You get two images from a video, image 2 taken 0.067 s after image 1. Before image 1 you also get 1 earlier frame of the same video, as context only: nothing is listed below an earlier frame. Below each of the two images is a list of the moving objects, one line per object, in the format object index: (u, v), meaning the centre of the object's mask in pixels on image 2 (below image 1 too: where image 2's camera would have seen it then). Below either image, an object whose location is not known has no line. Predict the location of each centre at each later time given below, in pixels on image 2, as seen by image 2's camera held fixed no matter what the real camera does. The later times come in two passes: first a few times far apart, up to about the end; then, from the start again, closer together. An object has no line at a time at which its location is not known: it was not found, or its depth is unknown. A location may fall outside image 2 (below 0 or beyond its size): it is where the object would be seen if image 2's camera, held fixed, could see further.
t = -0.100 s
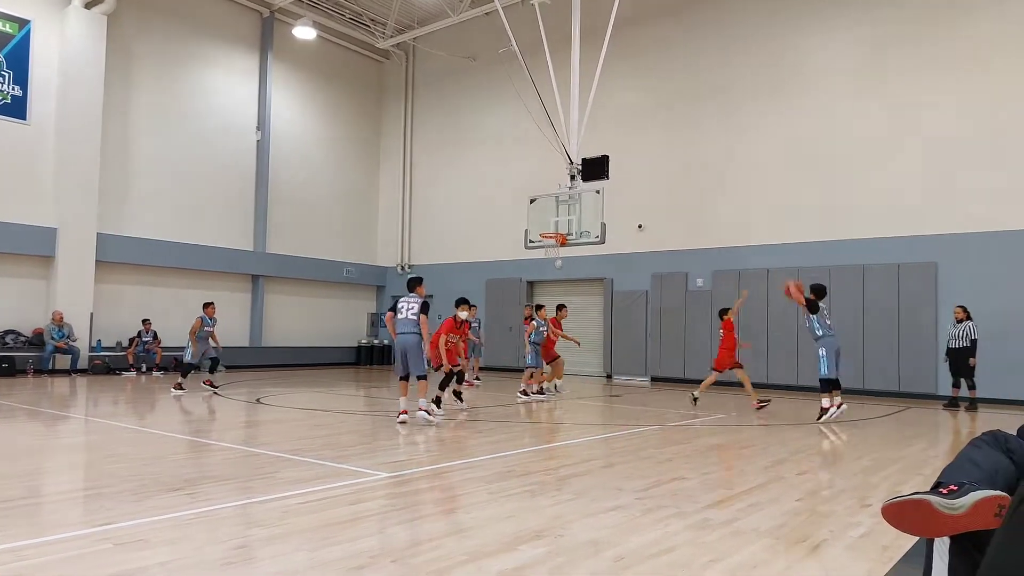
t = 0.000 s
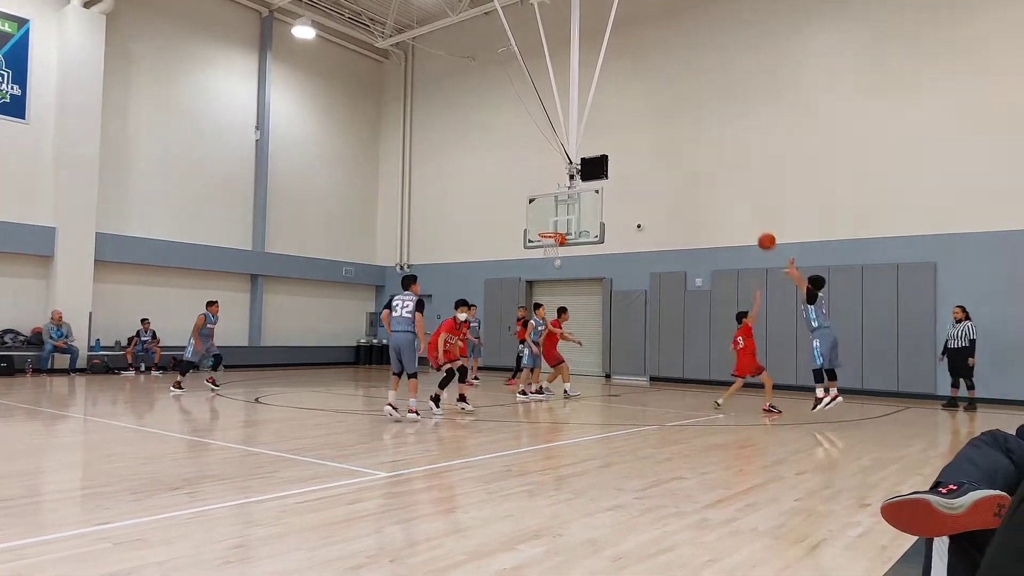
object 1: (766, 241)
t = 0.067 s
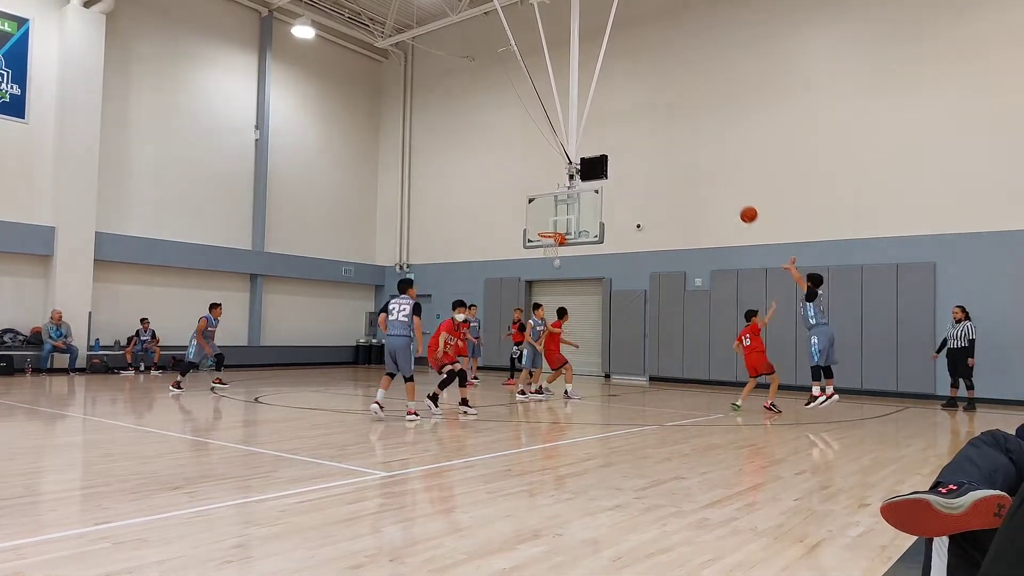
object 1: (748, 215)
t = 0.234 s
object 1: (709, 167)
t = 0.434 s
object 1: (669, 140)
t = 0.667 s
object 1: (628, 140)
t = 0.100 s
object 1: (740, 203)
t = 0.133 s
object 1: (732, 192)
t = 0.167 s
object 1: (724, 183)
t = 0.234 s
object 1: (709, 167)
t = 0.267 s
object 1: (702, 160)
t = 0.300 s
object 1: (695, 155)
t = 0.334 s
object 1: (688, 150)
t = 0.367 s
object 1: (681, 146)
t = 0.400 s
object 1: (675, 143)
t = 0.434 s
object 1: (669, 140)
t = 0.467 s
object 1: (663, 138)
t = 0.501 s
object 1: (656, 137)
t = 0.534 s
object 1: (651, 136)
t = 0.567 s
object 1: (645, 136)
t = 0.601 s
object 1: (639, 136)
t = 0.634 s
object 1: (633, 138)
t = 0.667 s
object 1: (628, 140)
